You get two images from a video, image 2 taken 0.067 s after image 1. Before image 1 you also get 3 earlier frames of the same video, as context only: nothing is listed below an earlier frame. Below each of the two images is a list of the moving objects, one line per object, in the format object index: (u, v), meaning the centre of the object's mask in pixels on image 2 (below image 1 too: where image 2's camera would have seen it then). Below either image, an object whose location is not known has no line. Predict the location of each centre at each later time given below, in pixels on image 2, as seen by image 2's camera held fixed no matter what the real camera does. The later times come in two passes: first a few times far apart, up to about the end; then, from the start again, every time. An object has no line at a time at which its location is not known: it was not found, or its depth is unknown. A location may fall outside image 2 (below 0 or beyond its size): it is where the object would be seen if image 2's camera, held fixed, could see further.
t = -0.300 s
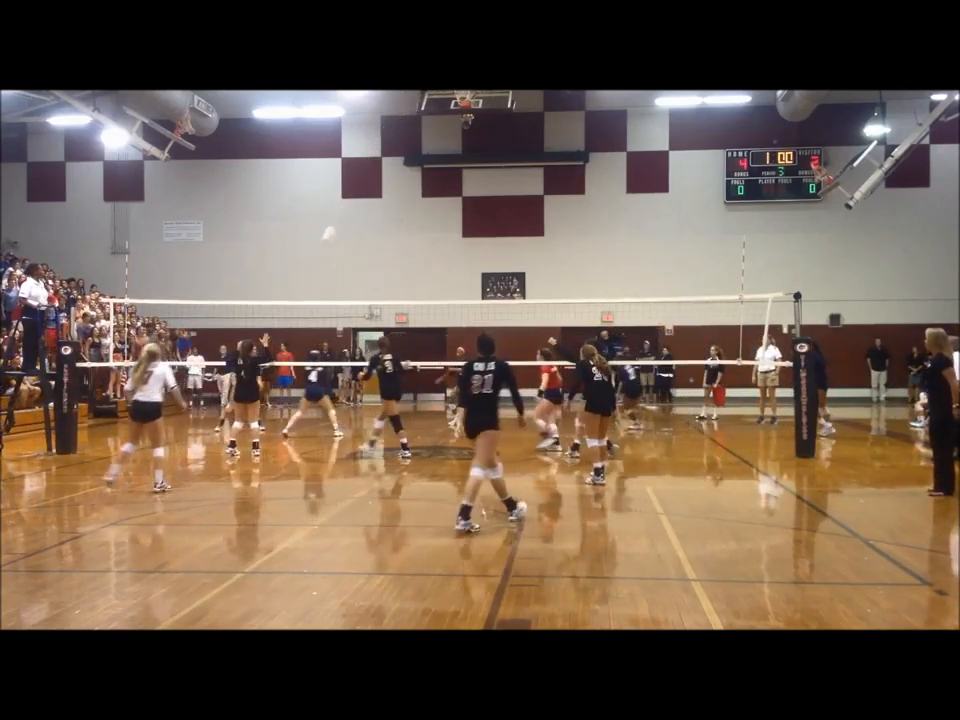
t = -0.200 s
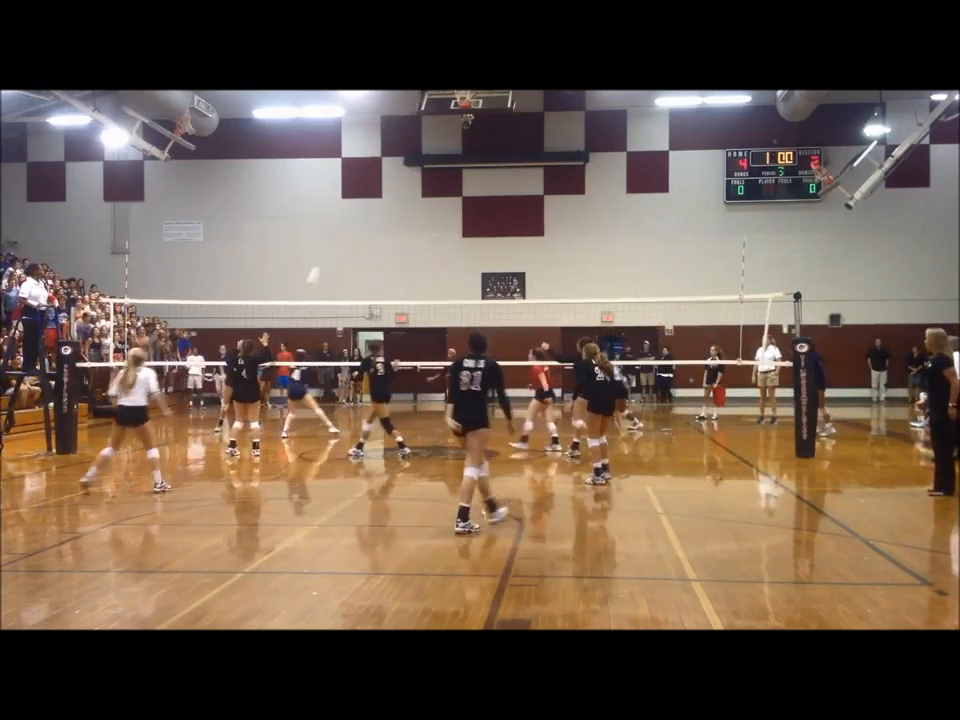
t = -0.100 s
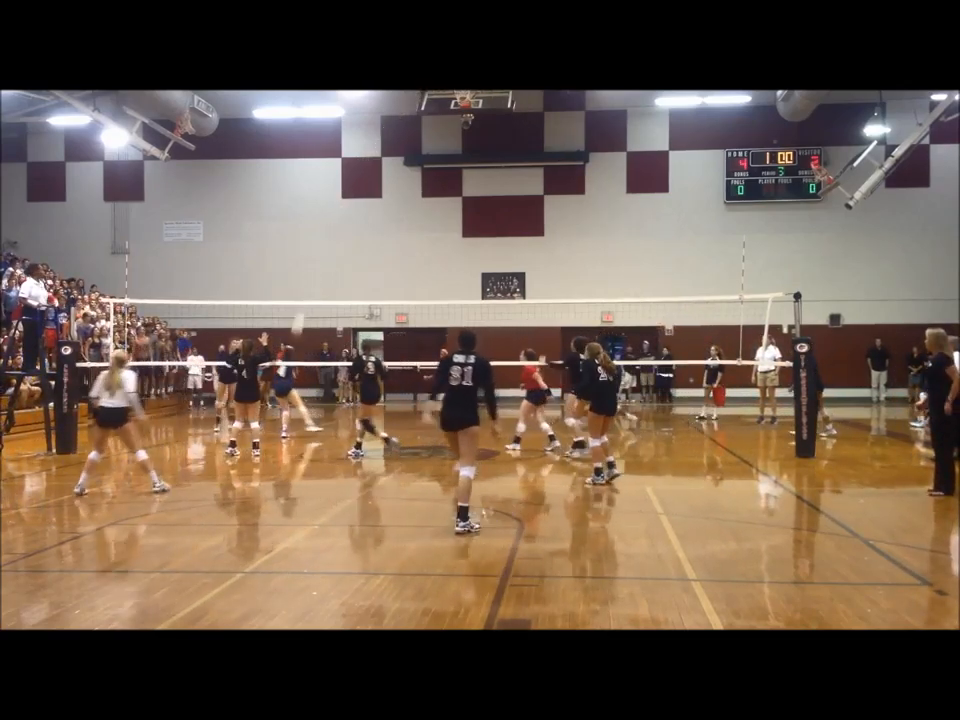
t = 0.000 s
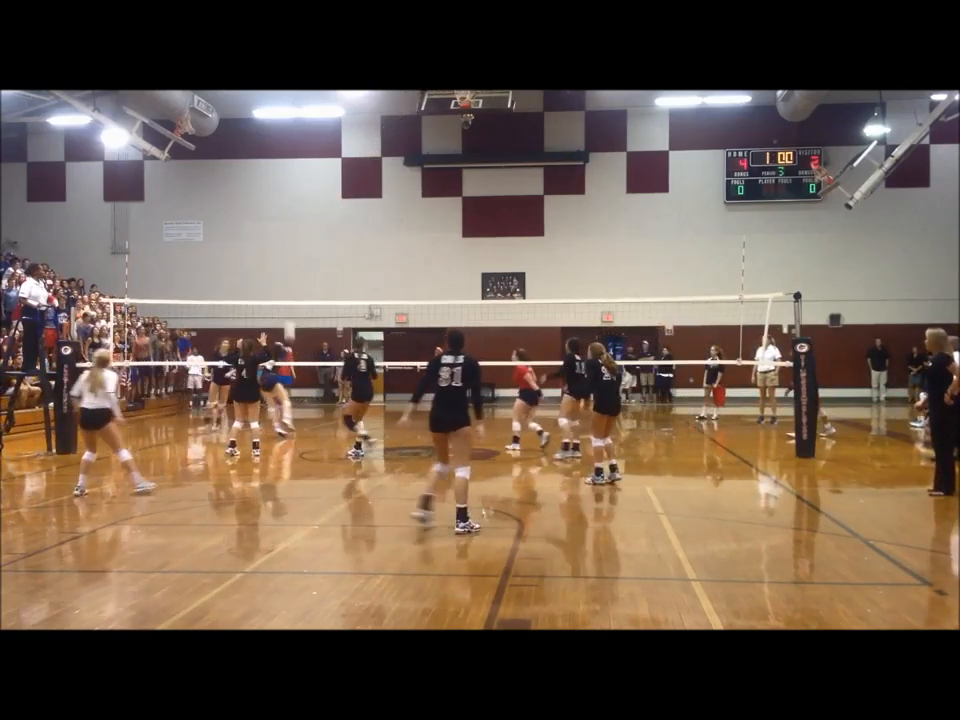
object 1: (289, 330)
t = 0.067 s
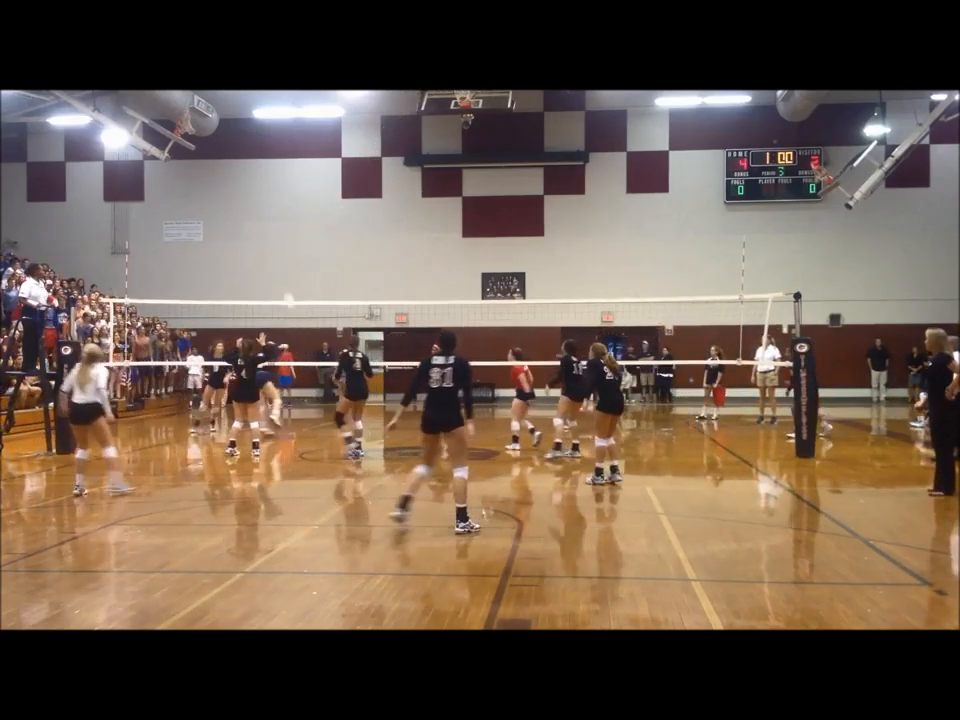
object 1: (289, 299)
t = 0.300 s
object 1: (285, 218)
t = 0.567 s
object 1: (282, 162)
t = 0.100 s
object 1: (287, 287)
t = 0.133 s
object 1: (287, 275)
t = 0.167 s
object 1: (286, 262)
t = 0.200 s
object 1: (286, 250)
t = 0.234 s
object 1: (286, 239)
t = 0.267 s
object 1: (285, 228)
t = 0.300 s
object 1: (285, 218)
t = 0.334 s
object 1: (285, 209)
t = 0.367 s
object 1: (284, 201)
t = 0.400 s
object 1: (284, 193)
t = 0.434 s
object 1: (284, 185)
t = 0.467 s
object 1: (283, 178)
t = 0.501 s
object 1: (283, 172)
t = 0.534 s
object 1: (283, 166)
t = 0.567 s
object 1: (282, 162)
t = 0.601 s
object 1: (282, 157)
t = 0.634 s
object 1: (282, 154)
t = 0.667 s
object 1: (282, 152)
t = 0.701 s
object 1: (282, 149)
